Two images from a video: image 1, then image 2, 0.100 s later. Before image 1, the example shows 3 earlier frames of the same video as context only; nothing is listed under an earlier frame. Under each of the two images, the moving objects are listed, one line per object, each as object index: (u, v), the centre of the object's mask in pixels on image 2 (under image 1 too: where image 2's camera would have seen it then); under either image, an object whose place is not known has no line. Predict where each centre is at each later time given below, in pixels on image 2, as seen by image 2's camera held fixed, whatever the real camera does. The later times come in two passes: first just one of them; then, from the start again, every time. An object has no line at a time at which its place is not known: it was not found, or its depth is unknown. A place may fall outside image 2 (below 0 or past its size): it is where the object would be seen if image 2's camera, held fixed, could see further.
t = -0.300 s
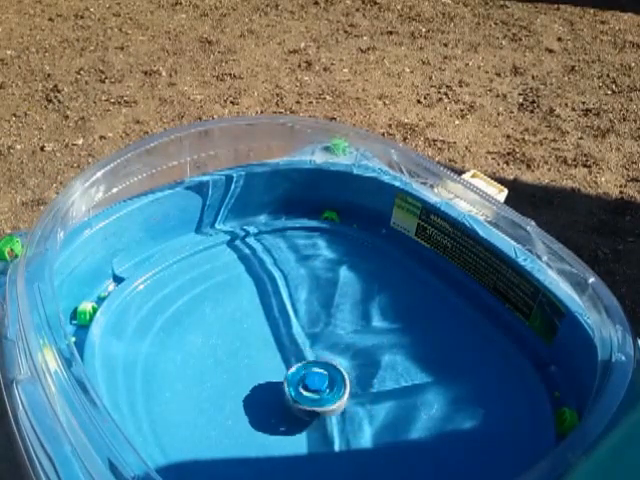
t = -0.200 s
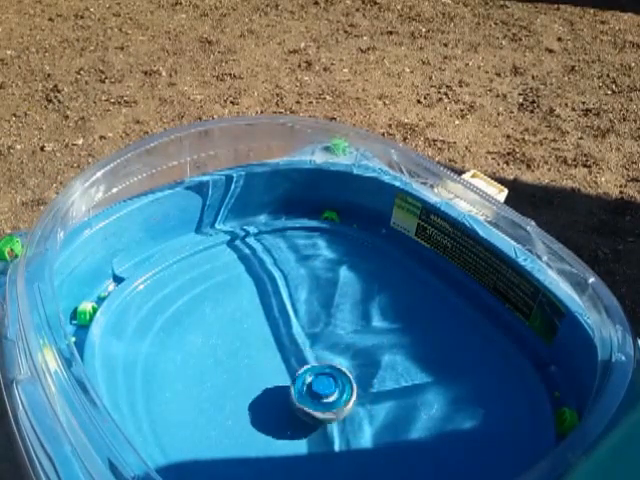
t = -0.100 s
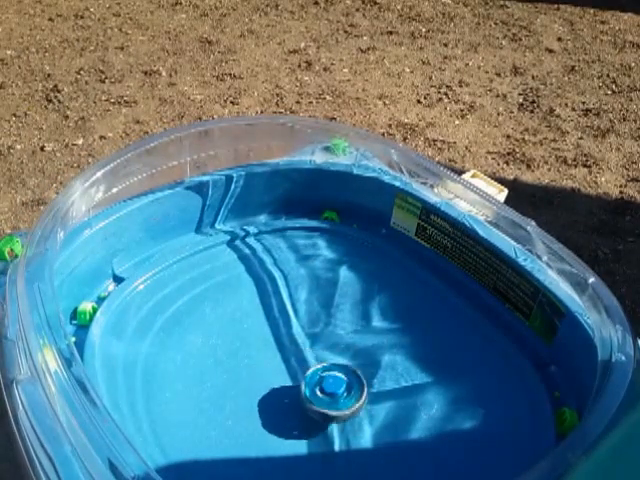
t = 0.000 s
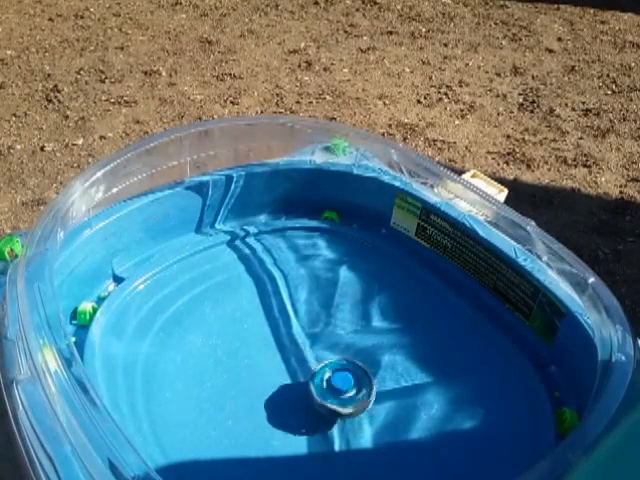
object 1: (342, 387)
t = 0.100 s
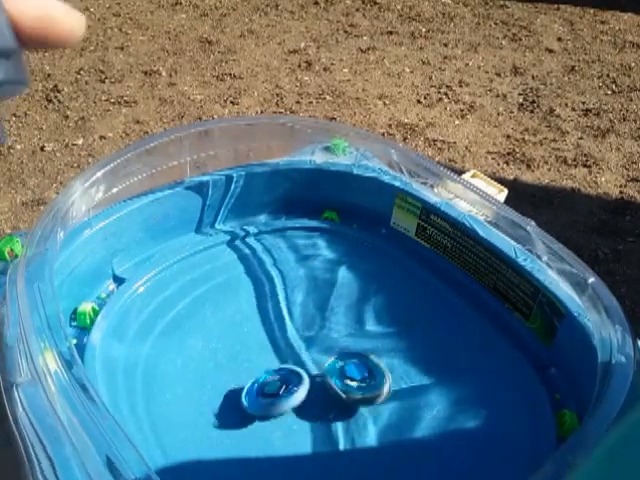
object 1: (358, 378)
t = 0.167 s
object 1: (503, 311)
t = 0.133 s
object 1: (452, 335)
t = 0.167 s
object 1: (503, 311)
